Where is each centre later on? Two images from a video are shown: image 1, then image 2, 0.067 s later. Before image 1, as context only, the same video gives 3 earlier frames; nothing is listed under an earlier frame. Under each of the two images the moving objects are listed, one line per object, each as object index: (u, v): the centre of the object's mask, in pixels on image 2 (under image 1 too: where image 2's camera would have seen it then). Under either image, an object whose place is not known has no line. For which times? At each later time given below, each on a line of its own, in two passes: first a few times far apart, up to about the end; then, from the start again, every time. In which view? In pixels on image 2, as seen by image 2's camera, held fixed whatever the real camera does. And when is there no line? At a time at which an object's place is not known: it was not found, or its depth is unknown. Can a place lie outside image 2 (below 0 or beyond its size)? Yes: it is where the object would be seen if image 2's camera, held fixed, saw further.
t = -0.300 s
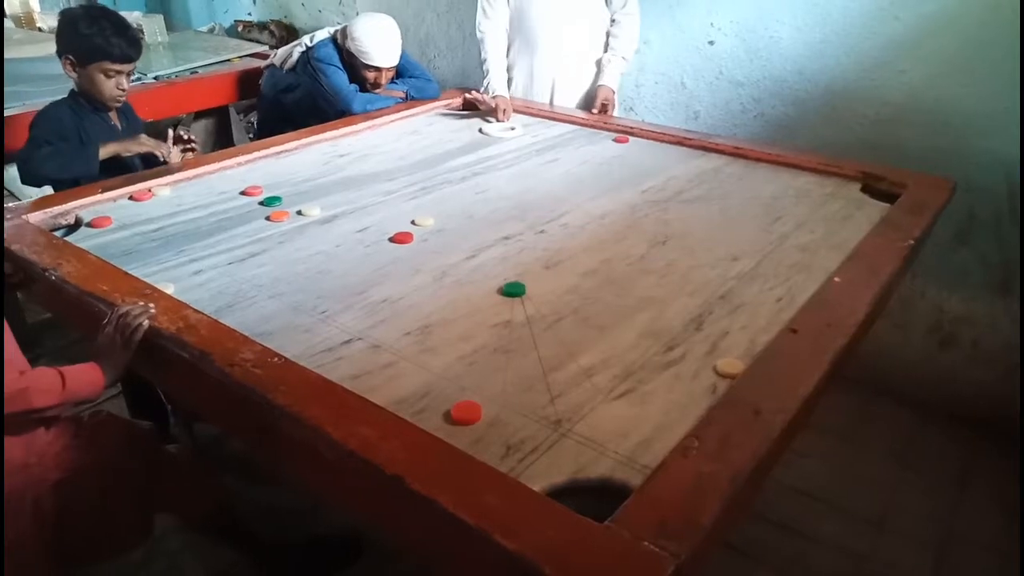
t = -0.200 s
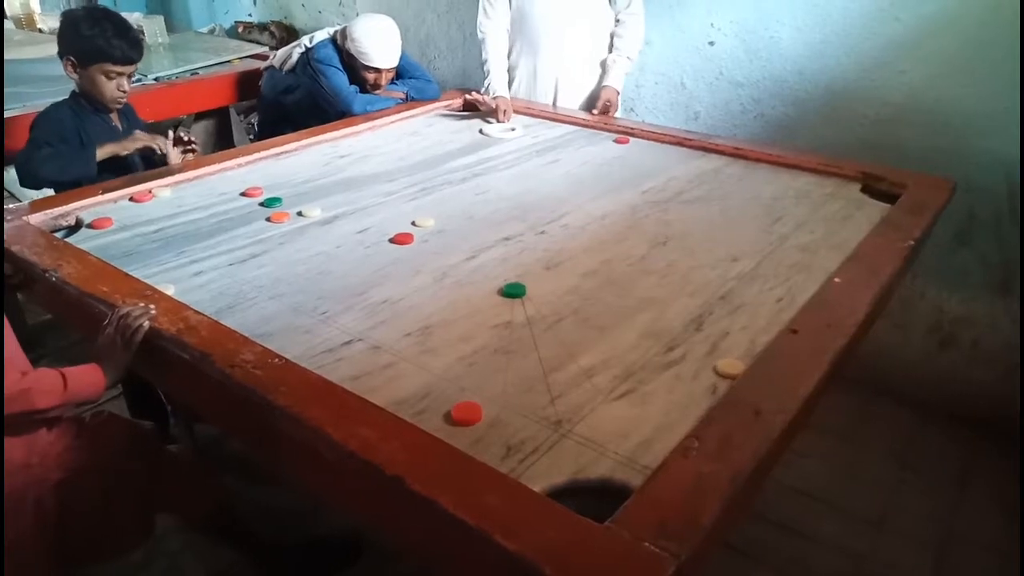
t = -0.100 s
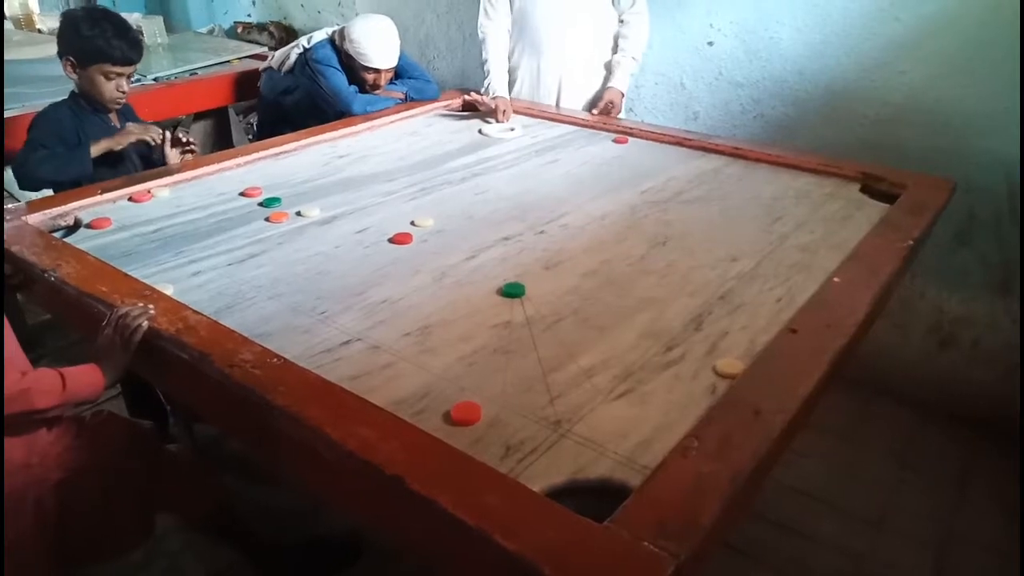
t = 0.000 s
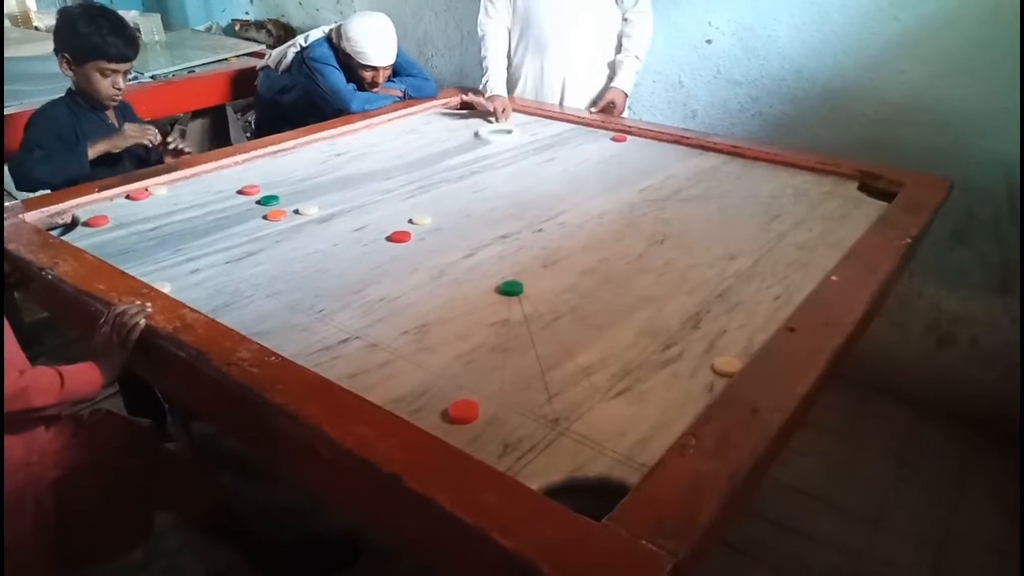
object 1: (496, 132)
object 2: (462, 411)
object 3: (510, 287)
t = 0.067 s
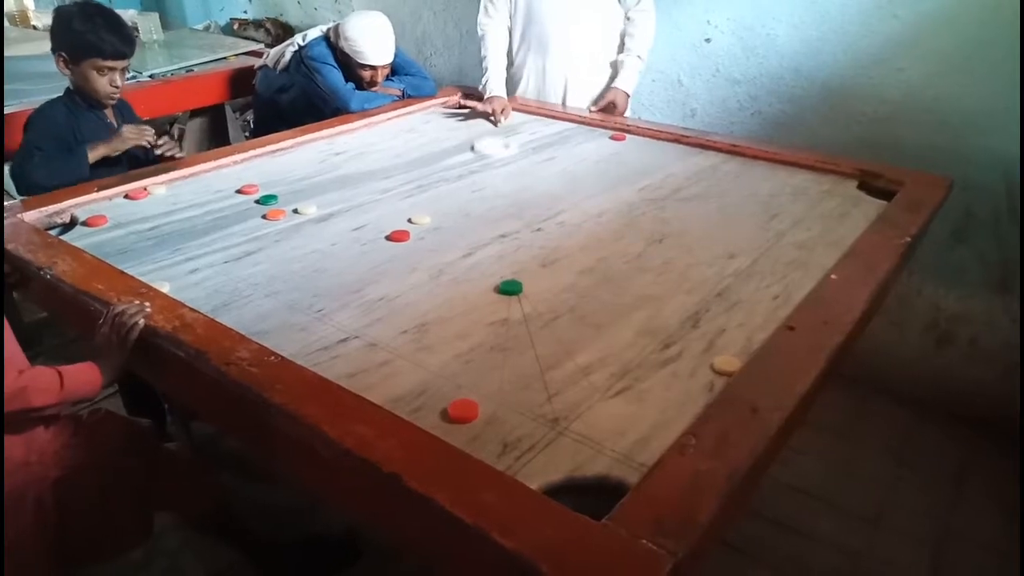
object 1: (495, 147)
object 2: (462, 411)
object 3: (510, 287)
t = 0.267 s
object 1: (486, 200)
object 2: (462, 411)
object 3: (510, 288)
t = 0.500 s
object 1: (468, 282)
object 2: (462, 411)
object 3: (514, 289)
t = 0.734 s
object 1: (420, 389)
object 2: (465, 413)
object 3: (606, 327)
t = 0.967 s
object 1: (515, 352)
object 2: (556, 492)
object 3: (701, 368)
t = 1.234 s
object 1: (602, 310)
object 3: (691, 388)
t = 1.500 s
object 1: (656, 282)
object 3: (666, 390)
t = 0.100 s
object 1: (495, 155)
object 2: (462, 411)
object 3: (510, 287)
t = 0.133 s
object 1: (493, 164)
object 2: (462, 411)
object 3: (510, 287)
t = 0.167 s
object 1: (491, 171)
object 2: (462, 411)
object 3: (509, 287)
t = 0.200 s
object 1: (490, 181)
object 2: (462, 411)
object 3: (510, 287)
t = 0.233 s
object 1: (487, 190)
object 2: (462, 411)
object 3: (510, 287)
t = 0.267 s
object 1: (486, 200)
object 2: (462, 411)
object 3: (510, 288)
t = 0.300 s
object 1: (484, 209)
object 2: (463, 411)
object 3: (510, 287)
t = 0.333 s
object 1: (483, 220)
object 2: (462, 411)
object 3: (510, 287)
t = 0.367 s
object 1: (481, 230)
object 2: (462, 411)
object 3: (510, 288)
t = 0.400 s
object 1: (477, 242)
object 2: (462, 411)
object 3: (509, 287)
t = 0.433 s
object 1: (475, 255)
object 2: (462, 411)
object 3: (510, 288)
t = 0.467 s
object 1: (472, 269)
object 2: (462, 411)
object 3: (510, 288)
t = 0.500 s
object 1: (468, 282)
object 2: (462, 411)
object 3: (514, 289)
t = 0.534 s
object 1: (464, 296)
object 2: (462, 411)
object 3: (527, 294)
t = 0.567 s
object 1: (457, 309)
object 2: (462, 411)
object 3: (541, 300)
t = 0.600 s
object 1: (449, 325)
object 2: (462, 411)
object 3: (554, 305)
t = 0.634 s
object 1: (443, 339)
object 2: (463, 411)
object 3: (566, 311)
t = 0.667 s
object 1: (437, 355)
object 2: (463, 411)
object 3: (580, 317)
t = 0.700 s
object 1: (428, 374)
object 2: (463, 411)
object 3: (594, 322)
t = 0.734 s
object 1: (420, 389)
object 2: (465, 413)
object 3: (606, 327)
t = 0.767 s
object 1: (425, 396)
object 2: (478, 423)
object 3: (620, 333)
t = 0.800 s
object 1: (440, 388)
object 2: (489, 433)
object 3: (634, 339)
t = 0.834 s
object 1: (455, 381)
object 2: (502, 444)
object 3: (648, 345)
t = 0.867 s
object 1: (472, 373)
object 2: (514, 456)
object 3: (661, 351)
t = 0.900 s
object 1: (487, 365)
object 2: (527, 466)
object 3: (675, 356)
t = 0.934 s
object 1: (502, 358)
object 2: (542, 478)
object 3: (688, 362)
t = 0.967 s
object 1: (515, 352)
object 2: (556, 492)
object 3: (701, 368)
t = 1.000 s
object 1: (528, 346)
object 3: (706, 373)
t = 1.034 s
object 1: (539, 341)
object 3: (711, 378)
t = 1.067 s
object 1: (552, 334)
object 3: (713, 382)
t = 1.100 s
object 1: (563, 329)
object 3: (710, 384)
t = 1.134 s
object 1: (575, 323)
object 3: (705, 386)
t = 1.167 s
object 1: (584, 319)
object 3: (700, 387)
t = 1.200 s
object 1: (593, 314)
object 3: (696, 387)
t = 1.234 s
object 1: (602, 310)
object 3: (691, 388)
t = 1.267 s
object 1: (609, 306)
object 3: (686, 389)
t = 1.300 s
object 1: (618, 302)
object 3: (682, 389)
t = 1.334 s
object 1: (625, 298)
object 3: (678, 389)
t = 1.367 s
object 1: (632, 294)
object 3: (675, 389)
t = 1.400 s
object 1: (638, 291)
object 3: (673, 390)
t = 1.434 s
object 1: (644, 288)
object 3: (670, 390)
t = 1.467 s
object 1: (650, 285)
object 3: (668, 390)
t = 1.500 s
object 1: (656, 282)
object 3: (666, 390)
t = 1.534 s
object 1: (661, 280)
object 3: (665, 389)
